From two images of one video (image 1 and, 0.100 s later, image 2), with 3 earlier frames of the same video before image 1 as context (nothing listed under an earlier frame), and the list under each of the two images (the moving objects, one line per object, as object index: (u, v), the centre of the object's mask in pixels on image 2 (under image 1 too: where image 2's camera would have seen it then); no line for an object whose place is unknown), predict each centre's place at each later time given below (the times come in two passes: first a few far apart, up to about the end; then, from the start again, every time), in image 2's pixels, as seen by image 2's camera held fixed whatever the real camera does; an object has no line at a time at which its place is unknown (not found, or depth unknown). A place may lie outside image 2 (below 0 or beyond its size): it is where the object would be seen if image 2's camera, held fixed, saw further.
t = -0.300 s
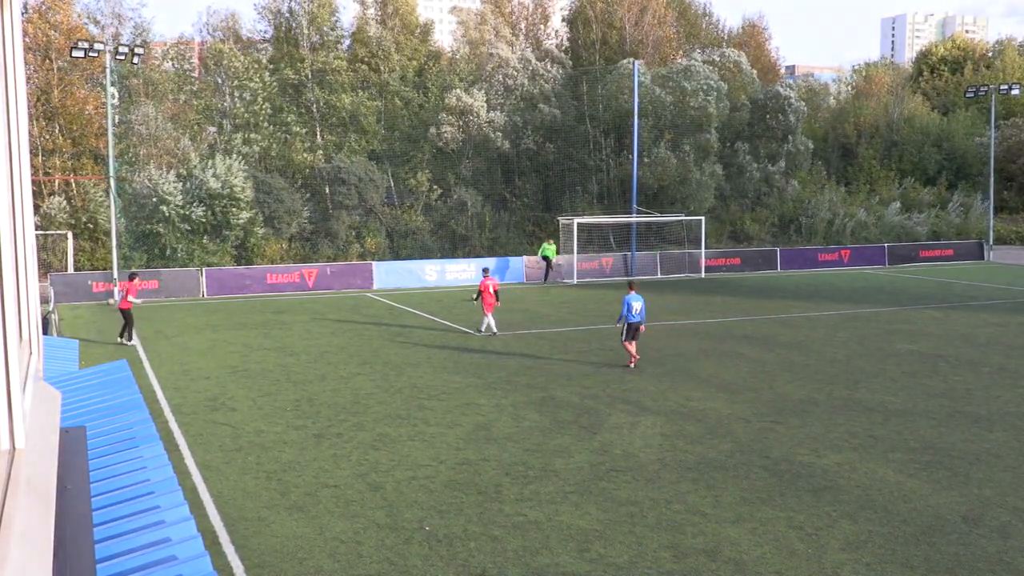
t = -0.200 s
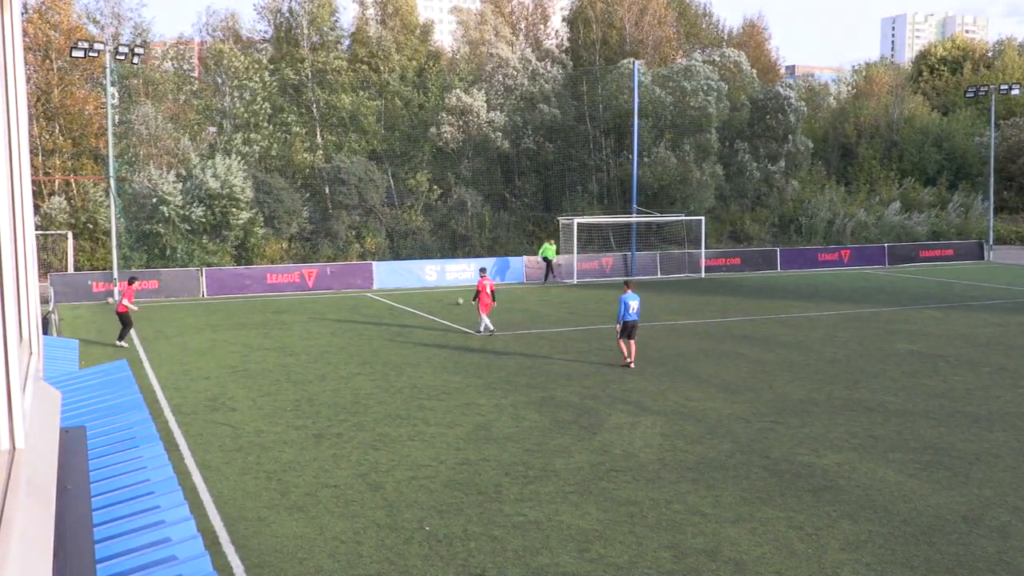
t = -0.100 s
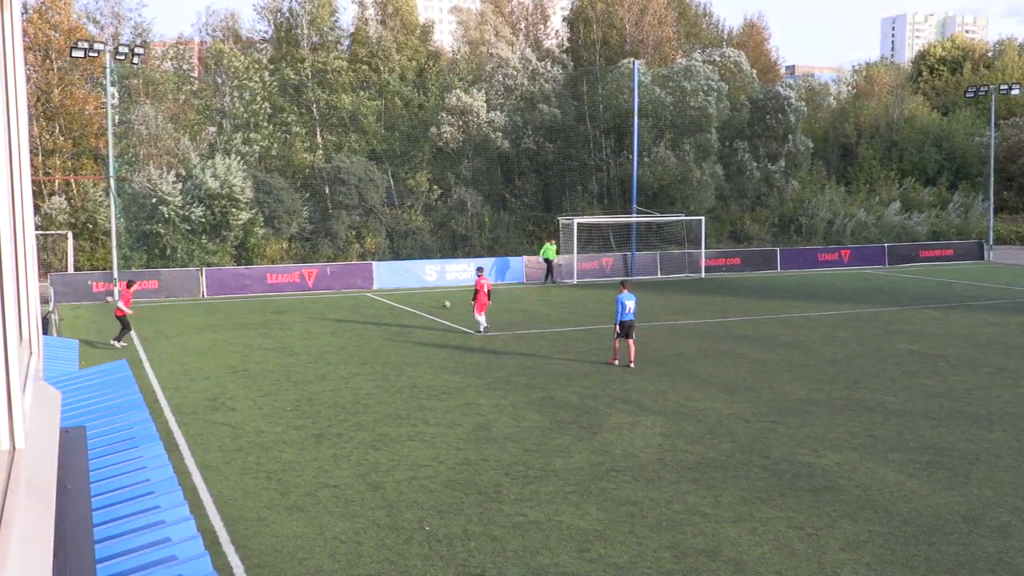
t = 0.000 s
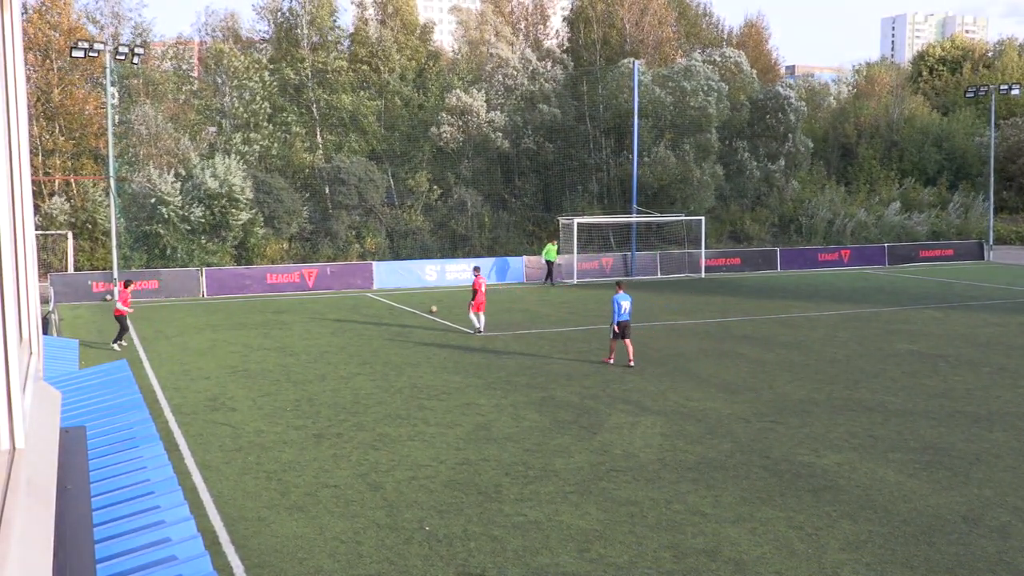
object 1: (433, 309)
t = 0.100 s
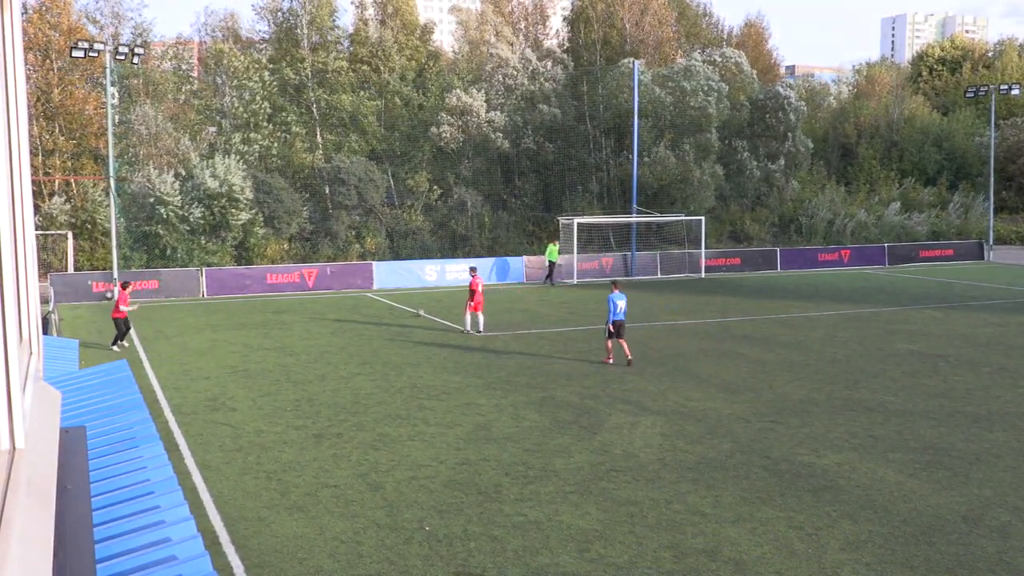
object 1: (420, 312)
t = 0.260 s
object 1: (401, 317)
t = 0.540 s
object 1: (367, 327)
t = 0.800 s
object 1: (335, 337)
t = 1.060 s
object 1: (300, 347)
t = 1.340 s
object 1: (260, 358)
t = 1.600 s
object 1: (220, 371)
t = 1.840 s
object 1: (181, 384)
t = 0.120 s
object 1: (417, 314)
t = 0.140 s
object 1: (415, 314)
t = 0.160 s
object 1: (413, 315)
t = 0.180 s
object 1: (410, 314)
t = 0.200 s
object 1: (408, 315)
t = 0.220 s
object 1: (406, 316)
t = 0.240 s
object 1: (403, 316)
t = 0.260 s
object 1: (401, 317)
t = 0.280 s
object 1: (399, 318)
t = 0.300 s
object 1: (396, 320)
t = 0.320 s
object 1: (394, 321)
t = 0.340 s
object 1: (391, 321)
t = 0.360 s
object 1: (388, 321)
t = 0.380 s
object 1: (386, 321)
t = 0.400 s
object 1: (385, 322)
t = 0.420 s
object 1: (382, 323)
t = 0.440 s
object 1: (380, 324)
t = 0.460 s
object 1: (377, 325)
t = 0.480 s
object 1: (375, 325)
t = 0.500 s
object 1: (372, 326)
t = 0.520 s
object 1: (370, 326)
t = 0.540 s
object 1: (367, 327)
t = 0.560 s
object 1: (365, 328)
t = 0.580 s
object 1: (363, 329)
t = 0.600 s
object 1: (360, 329)
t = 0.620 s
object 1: (357, 331)
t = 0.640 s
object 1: (355, 331)
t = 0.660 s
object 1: (353, 332)
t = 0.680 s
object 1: (350, 332)
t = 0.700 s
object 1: (348, 333)
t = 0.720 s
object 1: (345, 334)
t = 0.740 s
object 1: (343, 335)
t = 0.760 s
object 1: (340, 336)
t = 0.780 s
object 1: (337, 336)
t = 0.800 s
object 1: (335, 337)
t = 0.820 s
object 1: (332, 337)
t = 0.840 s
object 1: (329, 338)
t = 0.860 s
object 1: (327, 339)
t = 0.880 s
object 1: (324, 340)
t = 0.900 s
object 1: (322, 341)
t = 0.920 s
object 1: (319, 341)
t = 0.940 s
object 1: (316, 342)
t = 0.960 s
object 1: (313, 343)
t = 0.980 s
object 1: (311, 344)
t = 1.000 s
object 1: (308, 344)
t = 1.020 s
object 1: (306, 345)
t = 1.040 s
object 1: (303, 346)
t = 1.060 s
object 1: (300, 347)
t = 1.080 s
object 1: (297, 348)
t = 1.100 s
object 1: (295, 348)
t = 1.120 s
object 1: (292, 349)
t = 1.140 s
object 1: (289, 350)
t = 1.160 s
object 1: (286, 351)
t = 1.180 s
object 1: (283, 351)
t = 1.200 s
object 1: (280, 353)
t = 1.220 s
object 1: (277, 354)
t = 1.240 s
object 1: (275, 354)
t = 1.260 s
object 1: (271, 355)
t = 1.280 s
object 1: (268, 356)
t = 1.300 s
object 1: (265, 356)
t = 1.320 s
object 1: (262, 357)
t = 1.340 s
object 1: (260, 358)
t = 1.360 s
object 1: (257, 359)
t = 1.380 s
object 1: (254, 361)
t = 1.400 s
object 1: (251, 361)
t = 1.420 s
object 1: (248, 363)
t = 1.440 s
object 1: (245, 363)
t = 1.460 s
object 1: (242, 364)
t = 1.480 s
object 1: (239, 365)
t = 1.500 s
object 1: (236, 367)
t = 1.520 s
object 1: (233, 368)
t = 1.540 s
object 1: (229, 368)
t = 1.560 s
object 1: (226, 369)
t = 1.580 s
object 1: (223, 370)
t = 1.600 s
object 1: (220, 371)
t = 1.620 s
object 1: (216, 372)
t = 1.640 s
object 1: (214, 373)
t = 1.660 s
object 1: (210, 374)
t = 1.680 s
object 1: (207, 375)
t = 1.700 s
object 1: (204, 377)
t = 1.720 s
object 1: (201, 377)
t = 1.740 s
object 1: (197, 378)
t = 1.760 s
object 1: (194, 379)
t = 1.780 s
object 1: (191, 381)
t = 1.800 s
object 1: (187, 382)
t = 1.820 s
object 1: (184, 382)
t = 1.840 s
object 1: (181, 384)
